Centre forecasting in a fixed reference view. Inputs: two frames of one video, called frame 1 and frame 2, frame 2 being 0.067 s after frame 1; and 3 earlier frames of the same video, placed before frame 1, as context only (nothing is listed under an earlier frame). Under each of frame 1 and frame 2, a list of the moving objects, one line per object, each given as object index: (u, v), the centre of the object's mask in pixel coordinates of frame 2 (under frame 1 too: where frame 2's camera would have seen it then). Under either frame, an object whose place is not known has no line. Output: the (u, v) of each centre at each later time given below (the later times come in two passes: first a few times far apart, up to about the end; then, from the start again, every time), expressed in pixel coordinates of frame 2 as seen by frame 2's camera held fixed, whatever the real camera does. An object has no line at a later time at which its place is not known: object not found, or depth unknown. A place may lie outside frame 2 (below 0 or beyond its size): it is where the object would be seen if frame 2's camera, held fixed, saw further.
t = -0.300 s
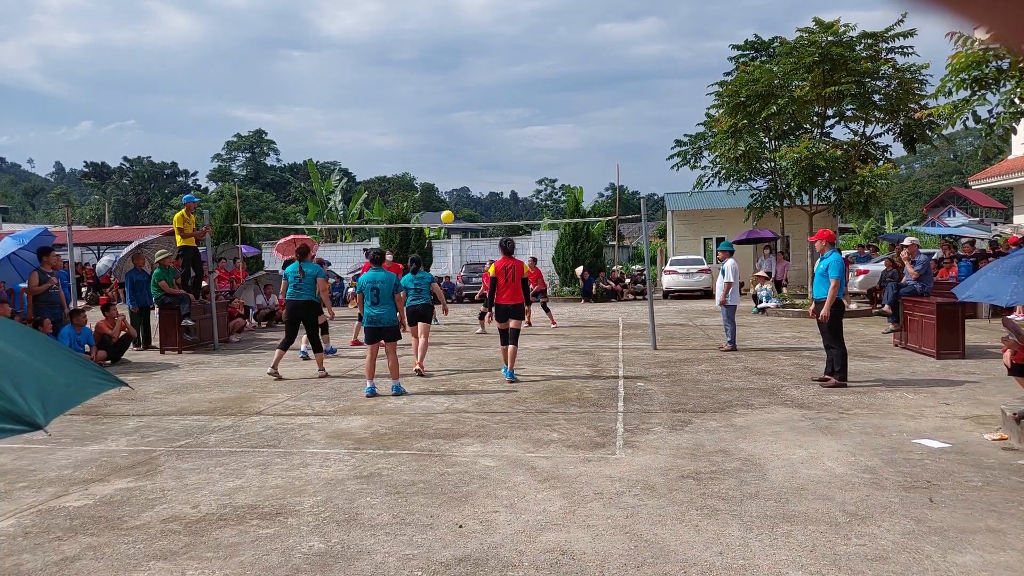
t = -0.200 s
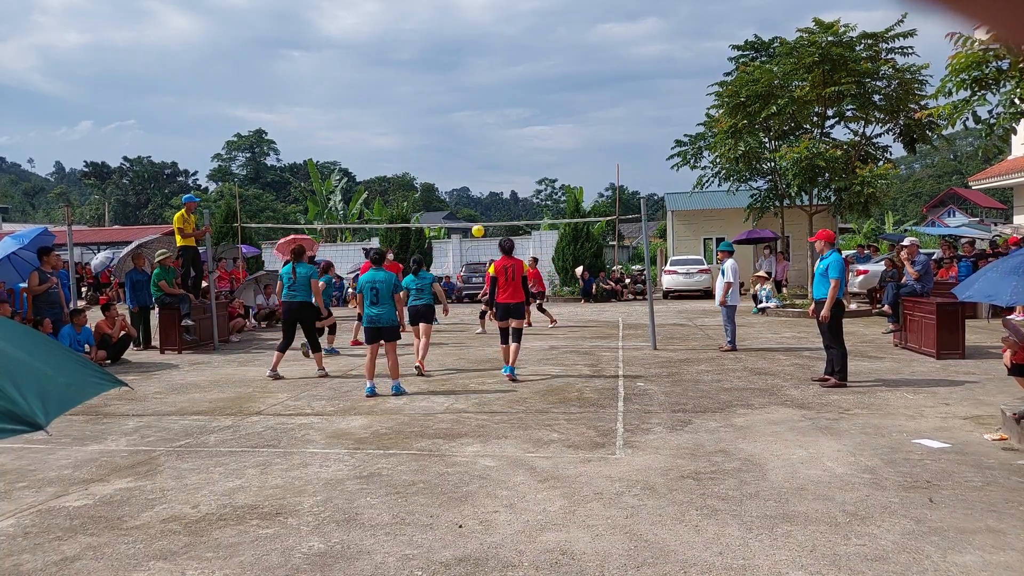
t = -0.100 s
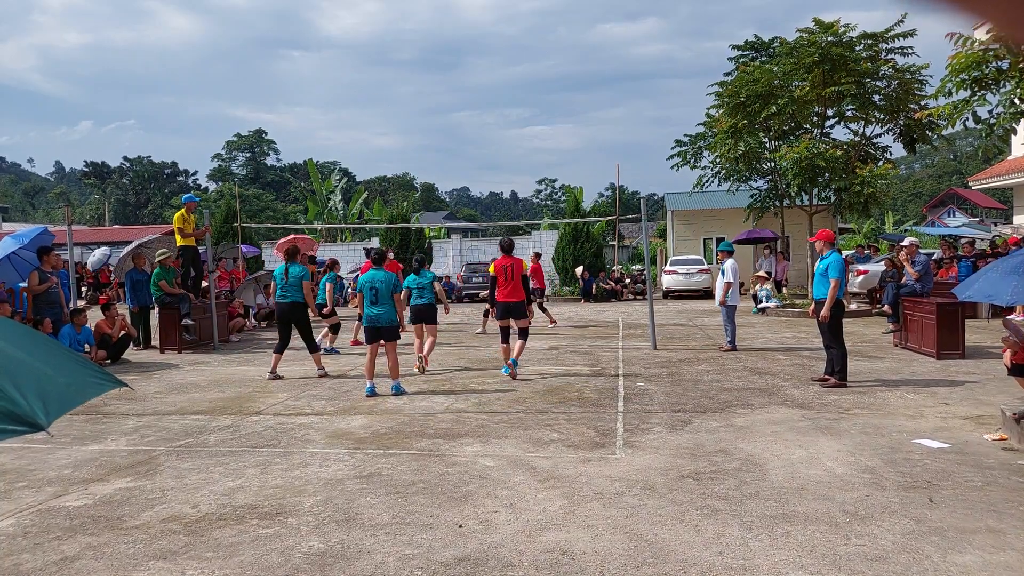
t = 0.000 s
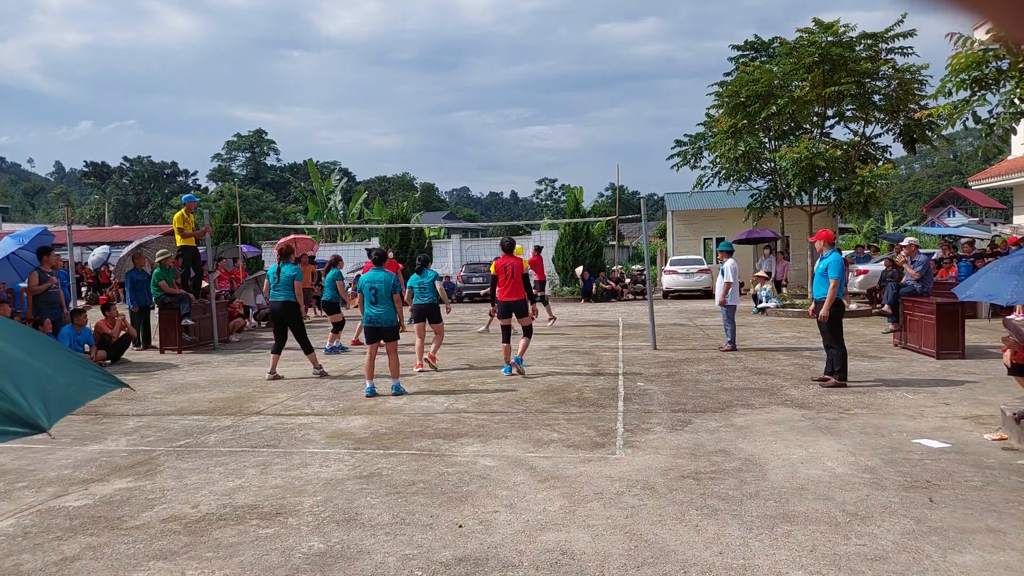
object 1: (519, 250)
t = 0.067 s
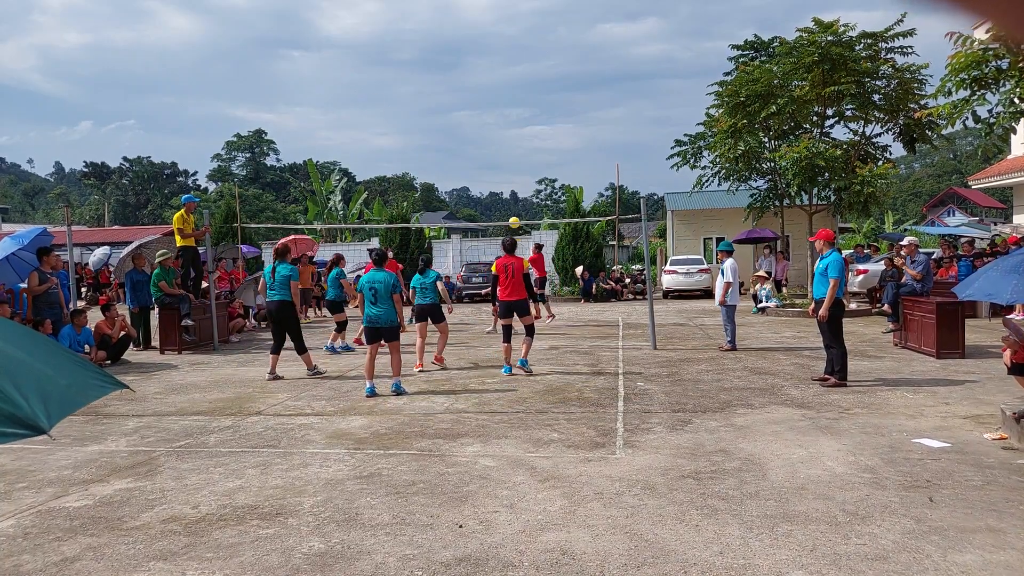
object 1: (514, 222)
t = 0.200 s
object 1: (506, 174)
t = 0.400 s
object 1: (496, 118)
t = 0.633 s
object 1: (484, 79)
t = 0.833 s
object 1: (475, 67)
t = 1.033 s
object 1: (466, 75)
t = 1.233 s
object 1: (459, 104)
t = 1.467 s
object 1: (451, 163)
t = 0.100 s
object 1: (512, 209)
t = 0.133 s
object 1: (510, 197)
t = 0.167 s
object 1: (508, 185)
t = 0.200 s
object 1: (506, 174)
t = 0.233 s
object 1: (504, 163)
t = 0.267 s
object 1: (503, 153)
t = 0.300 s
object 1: (501, 143)
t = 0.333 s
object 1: (500, 134)
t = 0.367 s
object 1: (497, 126)
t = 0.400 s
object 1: (496, 118)
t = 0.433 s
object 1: (494, 111)
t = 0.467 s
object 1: (492, 104)
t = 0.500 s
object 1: (491, 98)
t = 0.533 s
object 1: (489, 93)
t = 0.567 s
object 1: (487, 88)
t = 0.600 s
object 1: (486, 83)
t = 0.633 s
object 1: (484, 79)
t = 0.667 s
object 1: (483, 76)
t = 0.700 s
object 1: (481, 73)
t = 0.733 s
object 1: (479, 71)
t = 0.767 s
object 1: (478, 69)
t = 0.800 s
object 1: (476, 67)
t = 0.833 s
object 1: (475, 67)
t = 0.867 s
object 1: (473, 67)
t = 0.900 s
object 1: (472, 67)
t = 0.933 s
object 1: (470, 68)
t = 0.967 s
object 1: (469, 70)
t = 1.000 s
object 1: (468, 72)
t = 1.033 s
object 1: (466, 75)
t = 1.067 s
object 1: (465, 78)
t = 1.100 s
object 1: (464, 82)
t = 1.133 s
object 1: (462, 87)
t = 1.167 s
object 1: (461, 92)
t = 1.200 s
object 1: (460, 97)
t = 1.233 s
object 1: (459, 104)
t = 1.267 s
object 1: (457, 111)
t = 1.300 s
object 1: (456, 118)
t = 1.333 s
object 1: (455, 126)
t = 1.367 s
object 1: (454, 135)
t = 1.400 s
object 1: (453, 144)
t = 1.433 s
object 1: (452, 153)
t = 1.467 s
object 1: (451, 163)
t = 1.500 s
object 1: (450, 174)
